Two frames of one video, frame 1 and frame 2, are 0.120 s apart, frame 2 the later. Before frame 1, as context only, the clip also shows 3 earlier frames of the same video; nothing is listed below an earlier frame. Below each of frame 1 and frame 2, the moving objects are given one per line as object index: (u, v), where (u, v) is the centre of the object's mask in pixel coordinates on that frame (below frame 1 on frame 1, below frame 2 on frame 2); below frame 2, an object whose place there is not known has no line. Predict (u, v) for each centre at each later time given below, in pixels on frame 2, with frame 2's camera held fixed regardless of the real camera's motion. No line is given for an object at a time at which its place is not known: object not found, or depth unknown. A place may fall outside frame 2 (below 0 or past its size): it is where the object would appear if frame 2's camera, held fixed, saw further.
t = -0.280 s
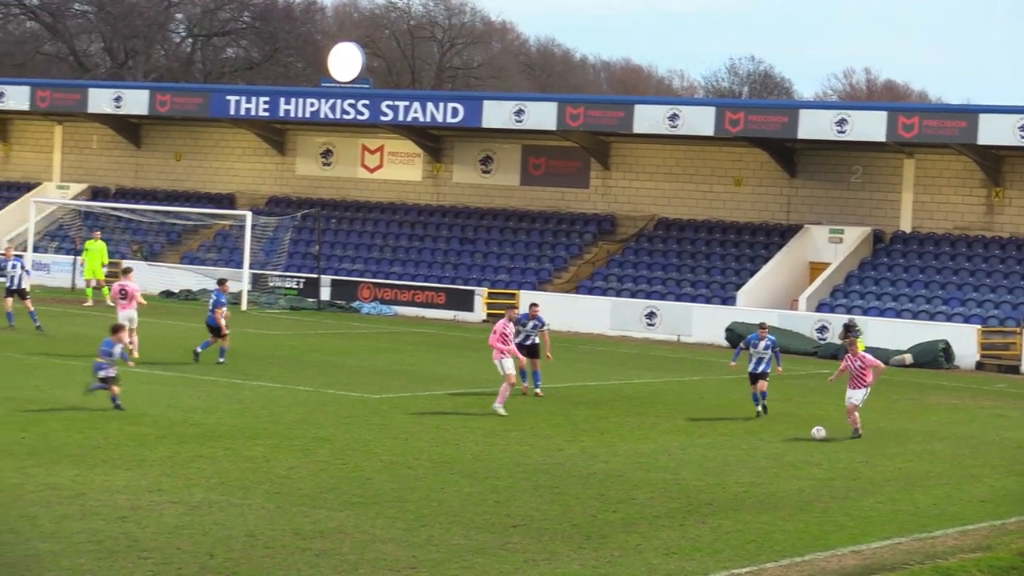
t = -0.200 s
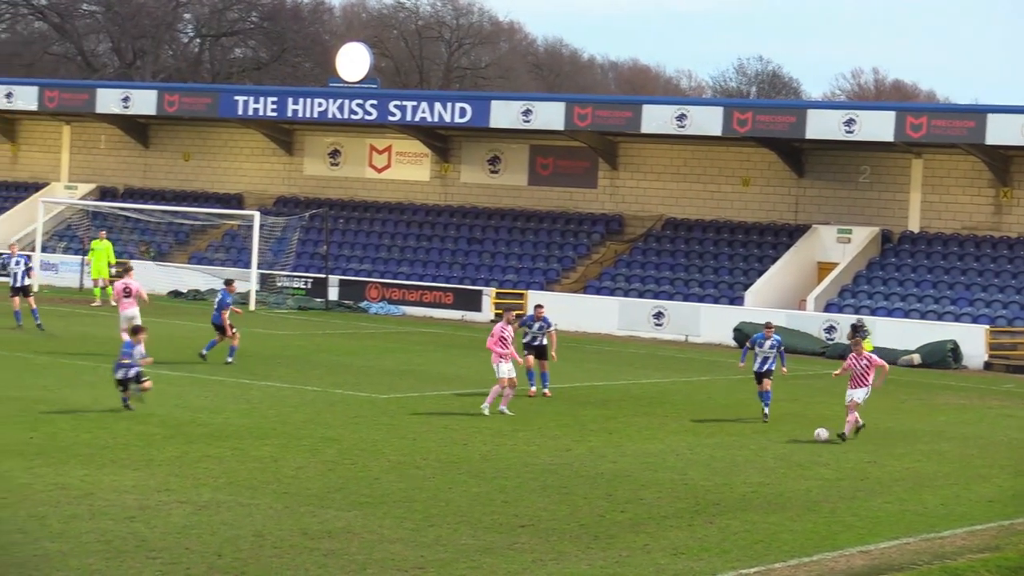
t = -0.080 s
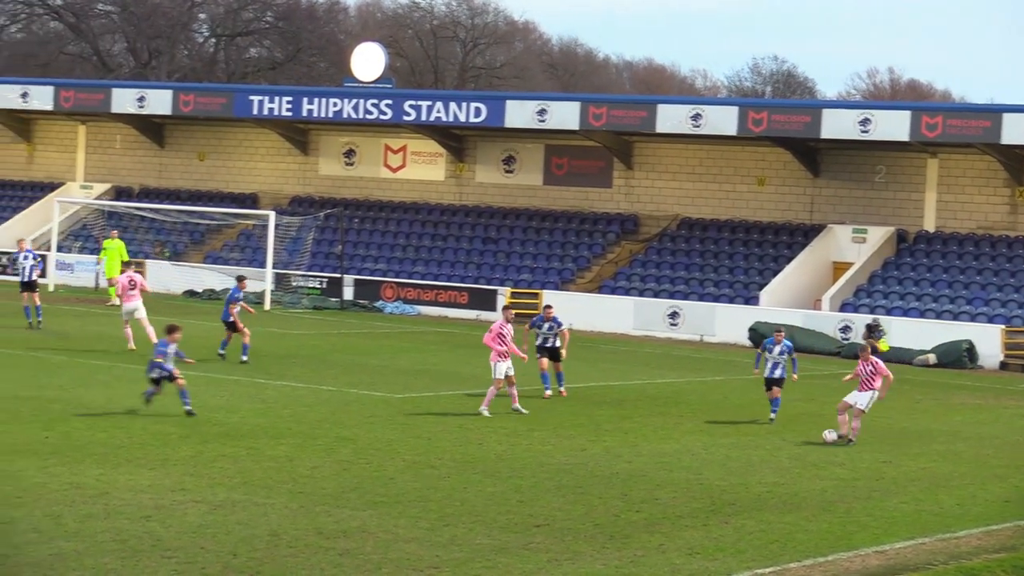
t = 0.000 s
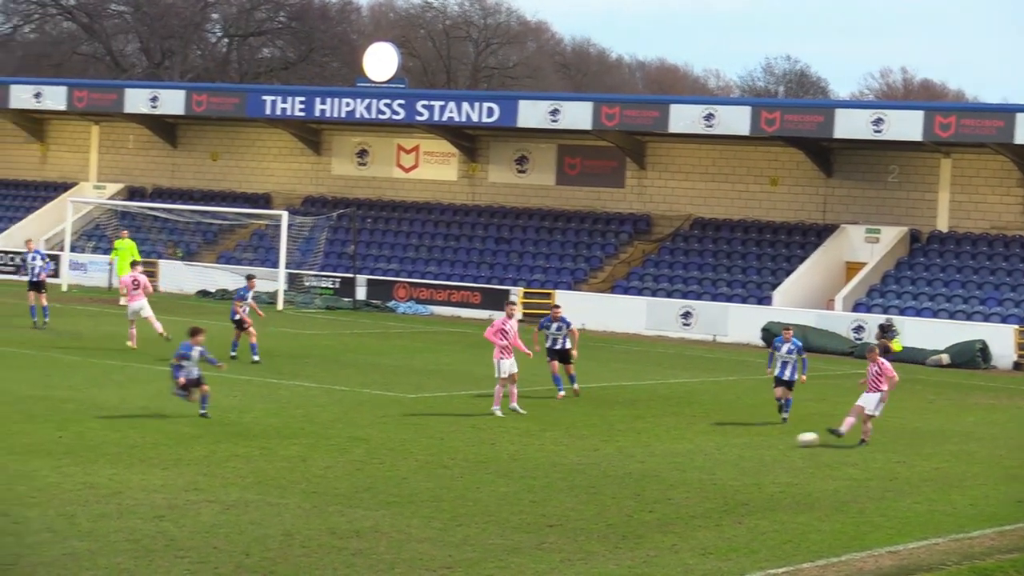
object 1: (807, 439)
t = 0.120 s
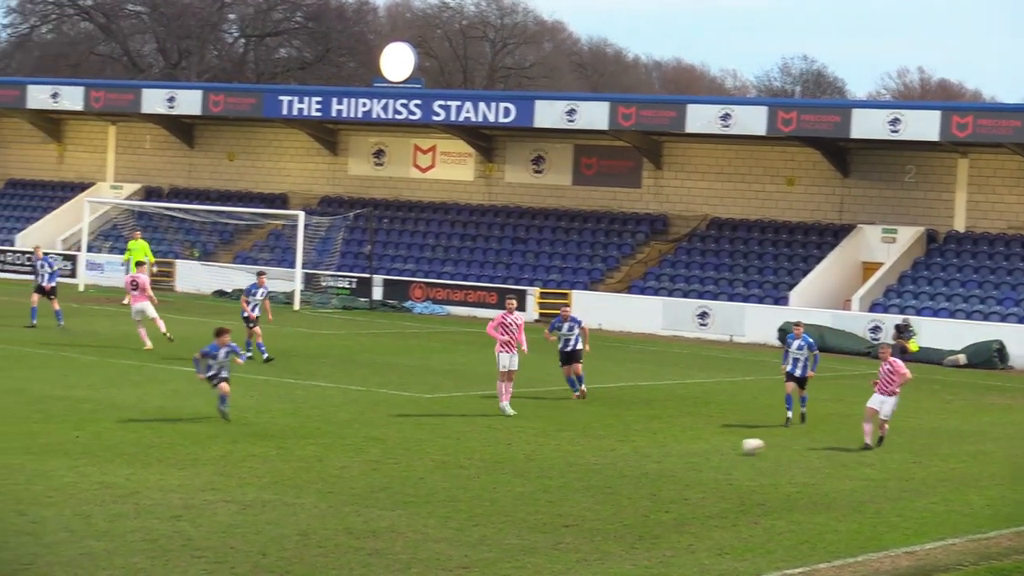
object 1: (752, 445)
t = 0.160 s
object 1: (728, 447)
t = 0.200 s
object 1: (703, 450)
